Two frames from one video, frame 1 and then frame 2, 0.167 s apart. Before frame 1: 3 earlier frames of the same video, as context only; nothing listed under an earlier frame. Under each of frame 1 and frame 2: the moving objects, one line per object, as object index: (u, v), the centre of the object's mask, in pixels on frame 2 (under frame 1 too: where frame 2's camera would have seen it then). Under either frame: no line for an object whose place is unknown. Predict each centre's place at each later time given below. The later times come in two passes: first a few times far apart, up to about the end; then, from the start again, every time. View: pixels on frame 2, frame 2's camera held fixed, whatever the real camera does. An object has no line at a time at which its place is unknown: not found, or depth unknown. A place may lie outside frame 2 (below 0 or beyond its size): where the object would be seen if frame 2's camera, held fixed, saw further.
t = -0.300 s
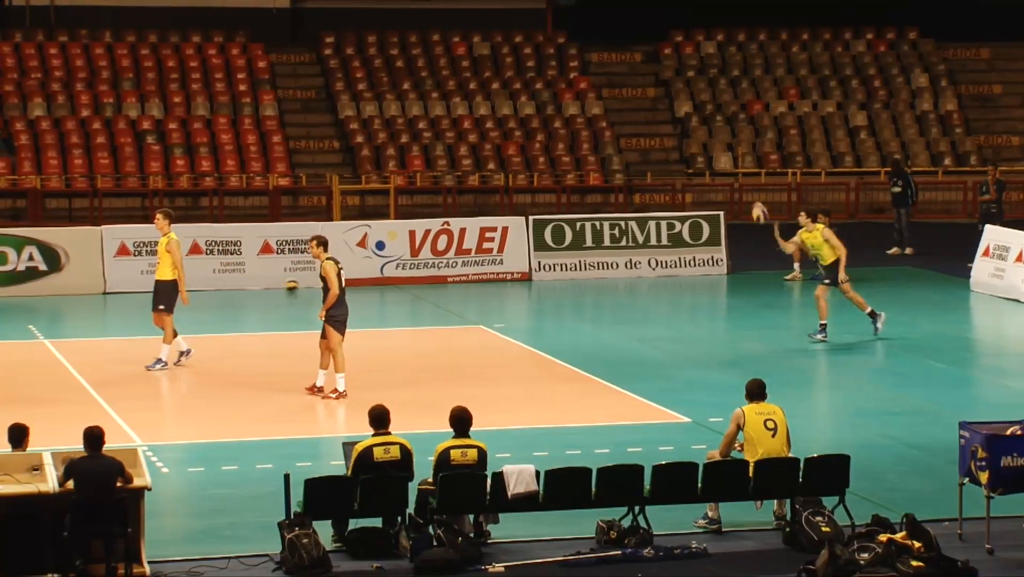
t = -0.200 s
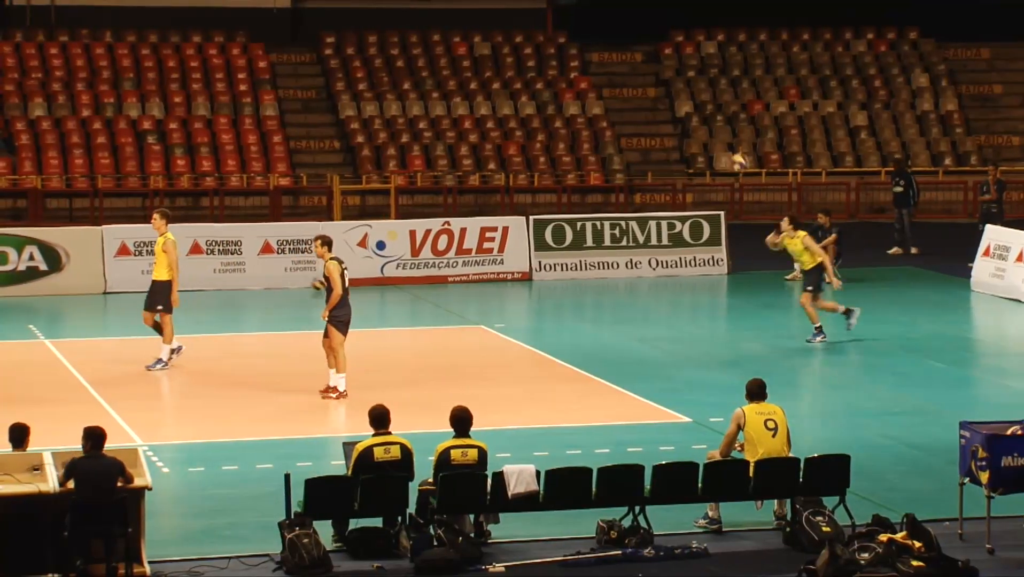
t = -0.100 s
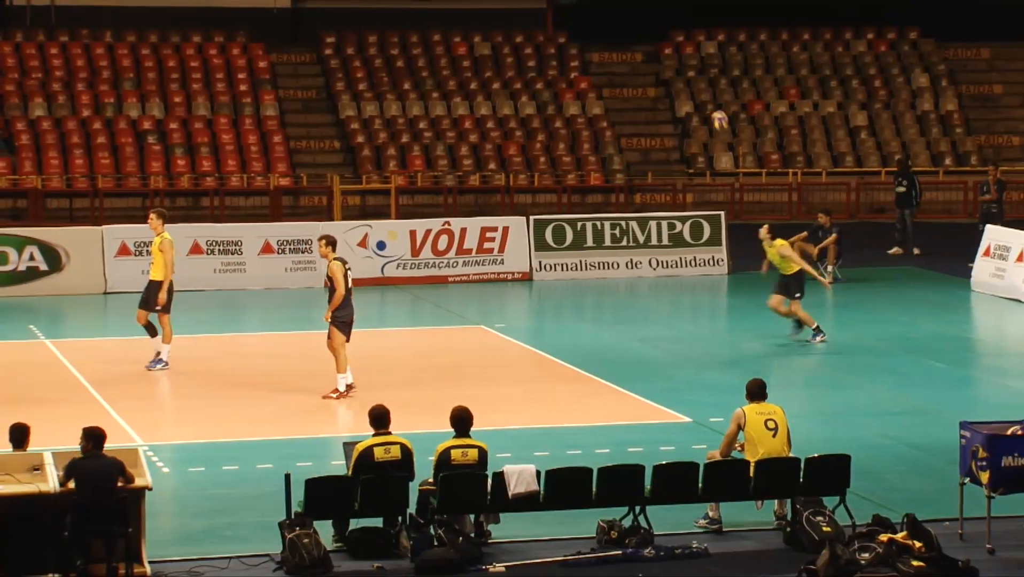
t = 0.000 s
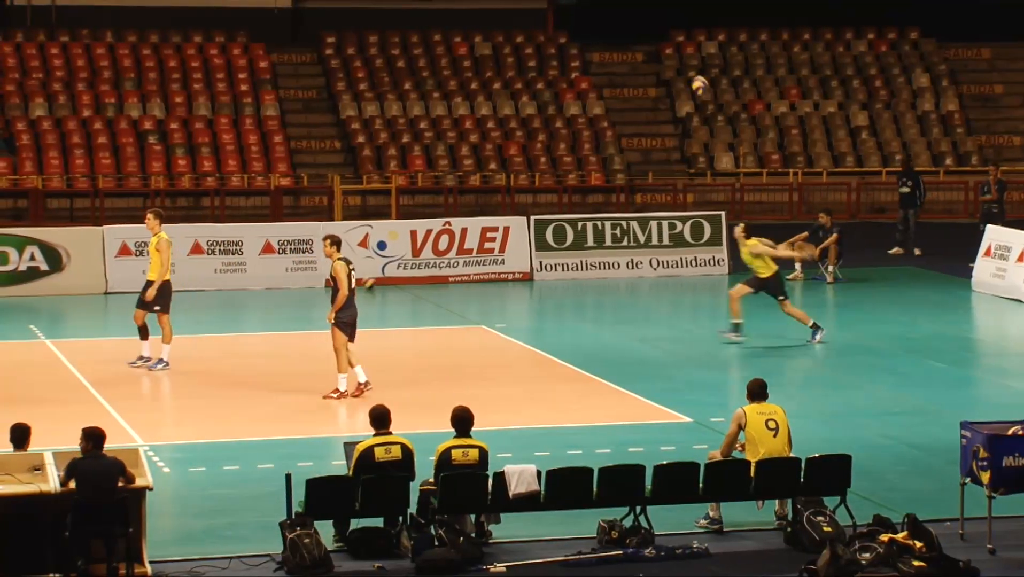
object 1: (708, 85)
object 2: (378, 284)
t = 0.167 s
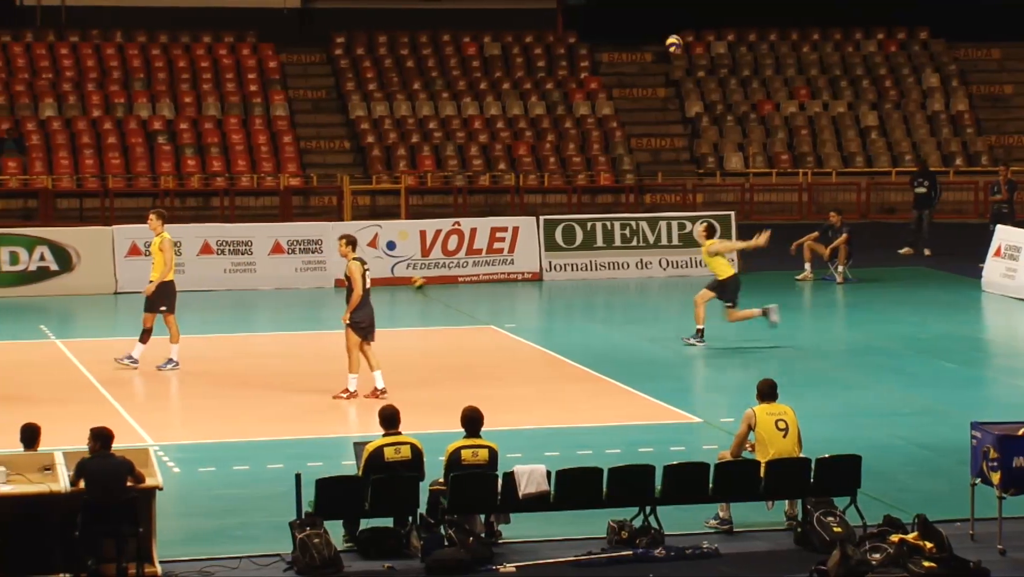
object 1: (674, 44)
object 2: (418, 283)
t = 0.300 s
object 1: (645, 26)
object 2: (451, 282)
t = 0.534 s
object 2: (506, 280)
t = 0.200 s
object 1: (667, 38)
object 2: (427, 283)
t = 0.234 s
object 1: (660, 33)
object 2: (435, 283)
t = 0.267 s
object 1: (653, 29)
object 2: (444, 282)
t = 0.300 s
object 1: (645, 26)
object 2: (451, 282)
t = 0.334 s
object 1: (639, 23)
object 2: (458, 282)
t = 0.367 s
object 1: (631, 22)
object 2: (466, 281)
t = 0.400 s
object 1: (624, 21)
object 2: (476, 281)
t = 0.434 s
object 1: (617, 21)
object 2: (483, 281)
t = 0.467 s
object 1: (610, 22)
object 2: (489, 282)
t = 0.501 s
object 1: (603, 24)
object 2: (498, 281)
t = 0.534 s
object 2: (506, 280)
